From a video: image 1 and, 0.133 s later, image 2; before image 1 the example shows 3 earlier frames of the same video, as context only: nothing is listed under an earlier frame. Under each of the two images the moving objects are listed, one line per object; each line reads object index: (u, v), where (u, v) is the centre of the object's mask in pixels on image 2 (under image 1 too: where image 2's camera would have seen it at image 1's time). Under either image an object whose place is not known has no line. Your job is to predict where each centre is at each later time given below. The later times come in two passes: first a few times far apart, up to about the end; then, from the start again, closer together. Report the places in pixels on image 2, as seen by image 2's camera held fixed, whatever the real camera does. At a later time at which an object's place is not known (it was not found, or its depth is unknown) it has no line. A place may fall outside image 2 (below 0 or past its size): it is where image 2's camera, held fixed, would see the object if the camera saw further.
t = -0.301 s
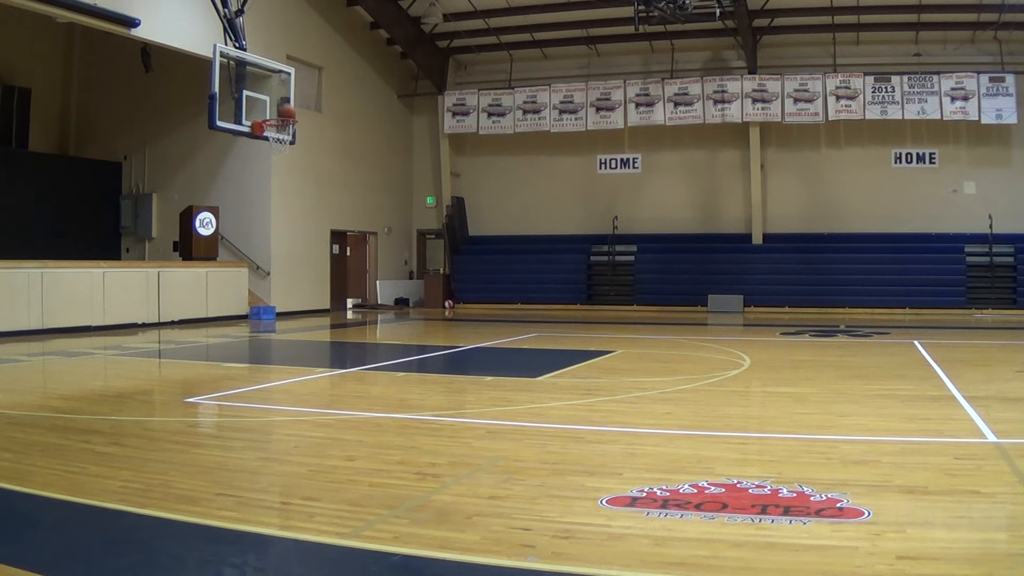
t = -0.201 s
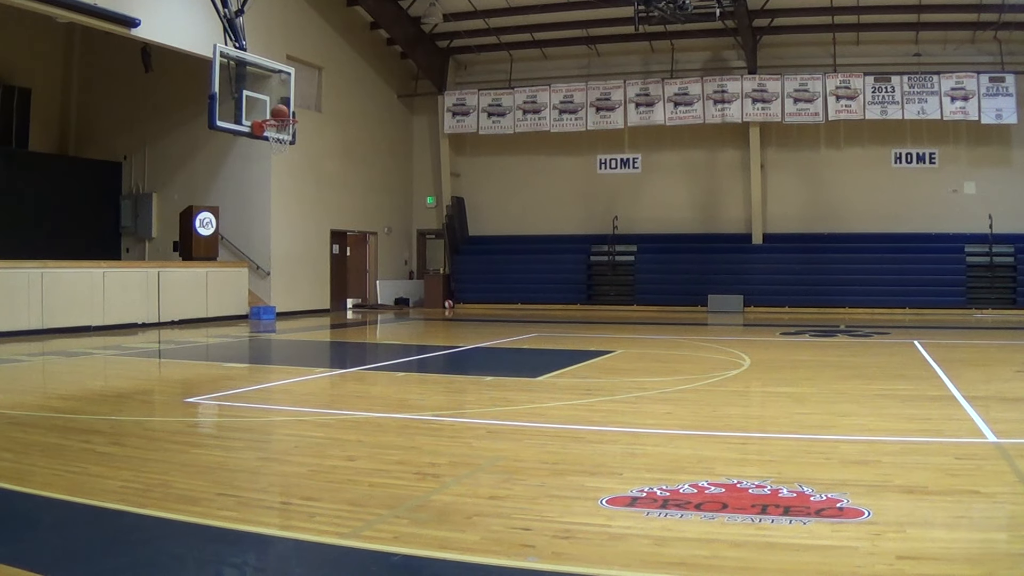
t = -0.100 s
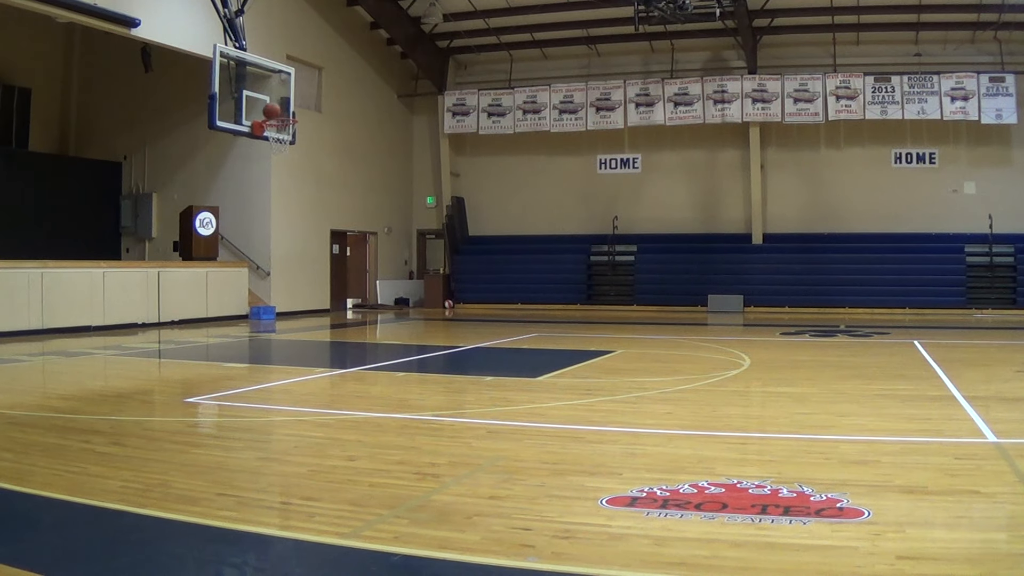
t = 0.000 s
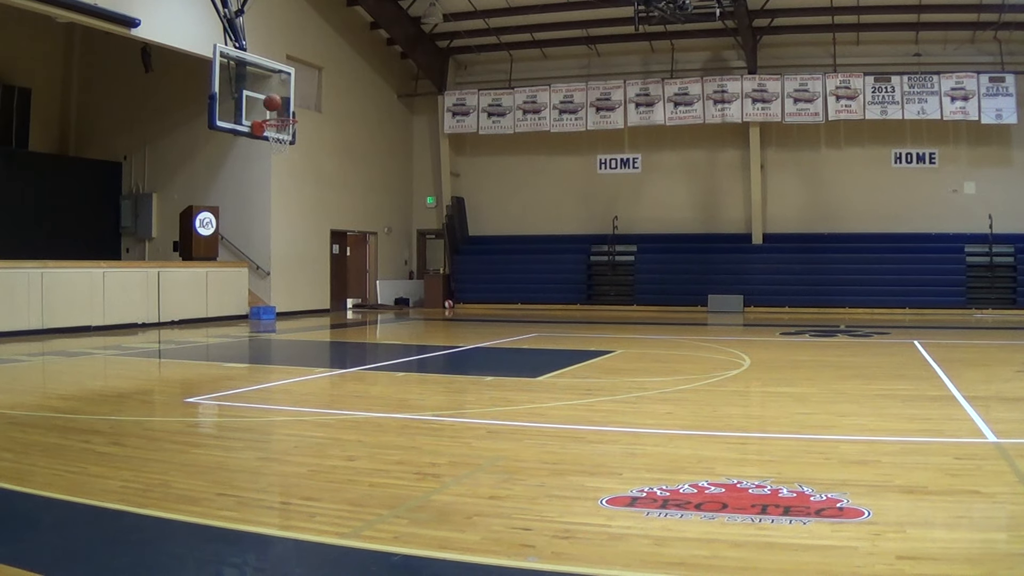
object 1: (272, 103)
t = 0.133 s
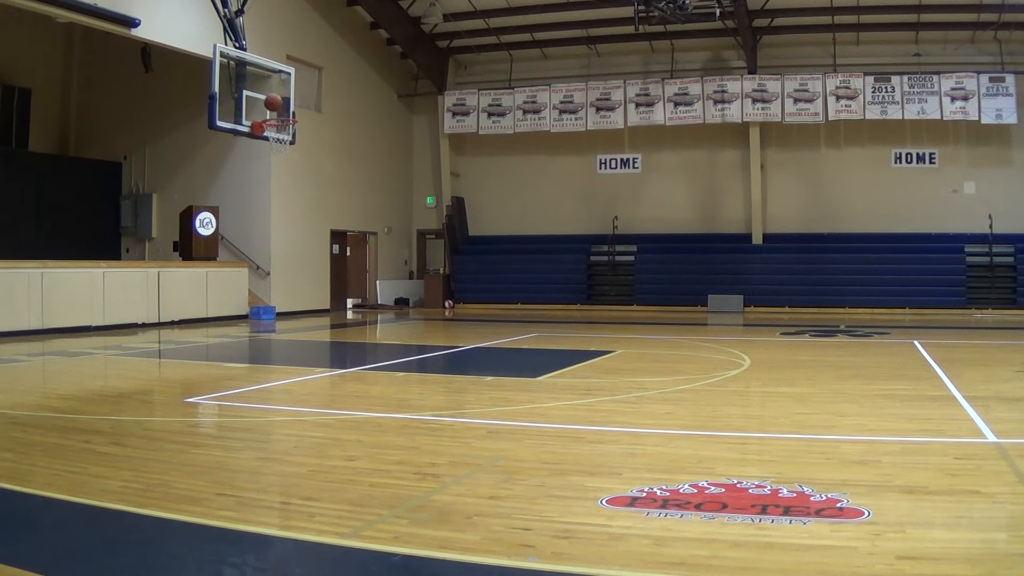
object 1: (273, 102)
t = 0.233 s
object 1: (274, 111)
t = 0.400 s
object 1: (276, 133)
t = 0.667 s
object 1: (282, 203)
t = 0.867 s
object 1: (286, 285)
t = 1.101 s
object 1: (290, 298)
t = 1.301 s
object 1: (292, 250)
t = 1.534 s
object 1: (294, 230)
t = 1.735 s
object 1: (296, 243)
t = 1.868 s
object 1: (297, 267)
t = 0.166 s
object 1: (273, 104)
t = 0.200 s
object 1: (274, 107)
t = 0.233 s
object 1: (274, 111)
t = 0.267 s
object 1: (274, 114)
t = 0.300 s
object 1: (273, 119)
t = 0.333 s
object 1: (274, 125)
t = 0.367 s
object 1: (275, 128)
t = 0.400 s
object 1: (276, 133)
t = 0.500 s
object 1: (278, 157)
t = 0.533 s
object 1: (279, 163)
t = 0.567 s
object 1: (280, 172)
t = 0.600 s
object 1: (280, 181)
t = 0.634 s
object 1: (281, 192)
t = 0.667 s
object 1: (282, 203)
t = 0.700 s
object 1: (283, 214)
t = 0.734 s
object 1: (283, 227)
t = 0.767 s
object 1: (284, 241)
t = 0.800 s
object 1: (285, 255)
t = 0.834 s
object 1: (286, 270)
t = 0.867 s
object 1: (286, 285)
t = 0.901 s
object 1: (287, 301)
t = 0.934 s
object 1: (288, 319)
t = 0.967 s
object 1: (289, 337)
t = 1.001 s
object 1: (289, 333)
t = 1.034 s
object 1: (289, 320)
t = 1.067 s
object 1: (290, 309)
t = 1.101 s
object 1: (290, 298)
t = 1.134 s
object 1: (290, 288)
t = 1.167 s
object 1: (290, 279)
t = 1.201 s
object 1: (291, 271)
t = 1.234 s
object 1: (291, 263)
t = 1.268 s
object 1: (291, 256)
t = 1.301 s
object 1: (292, 250)
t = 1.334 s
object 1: (292, 245)
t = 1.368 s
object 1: (292, 240)
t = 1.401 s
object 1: (293, 236)
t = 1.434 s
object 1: (293, 233)
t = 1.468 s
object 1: (293, 231)
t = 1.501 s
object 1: (294, 230)
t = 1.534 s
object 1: (294, 230)
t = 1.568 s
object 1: (295, 230)
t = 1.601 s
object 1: (295, 231)
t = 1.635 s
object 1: (295, 233)
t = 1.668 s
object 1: (296, 235)
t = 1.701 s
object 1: (296, 239)
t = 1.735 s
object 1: (296, 243)
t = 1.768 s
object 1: (296, 248)
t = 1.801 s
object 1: (297, 253)
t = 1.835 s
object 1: (297, 260)
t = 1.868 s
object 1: (297, 267)
